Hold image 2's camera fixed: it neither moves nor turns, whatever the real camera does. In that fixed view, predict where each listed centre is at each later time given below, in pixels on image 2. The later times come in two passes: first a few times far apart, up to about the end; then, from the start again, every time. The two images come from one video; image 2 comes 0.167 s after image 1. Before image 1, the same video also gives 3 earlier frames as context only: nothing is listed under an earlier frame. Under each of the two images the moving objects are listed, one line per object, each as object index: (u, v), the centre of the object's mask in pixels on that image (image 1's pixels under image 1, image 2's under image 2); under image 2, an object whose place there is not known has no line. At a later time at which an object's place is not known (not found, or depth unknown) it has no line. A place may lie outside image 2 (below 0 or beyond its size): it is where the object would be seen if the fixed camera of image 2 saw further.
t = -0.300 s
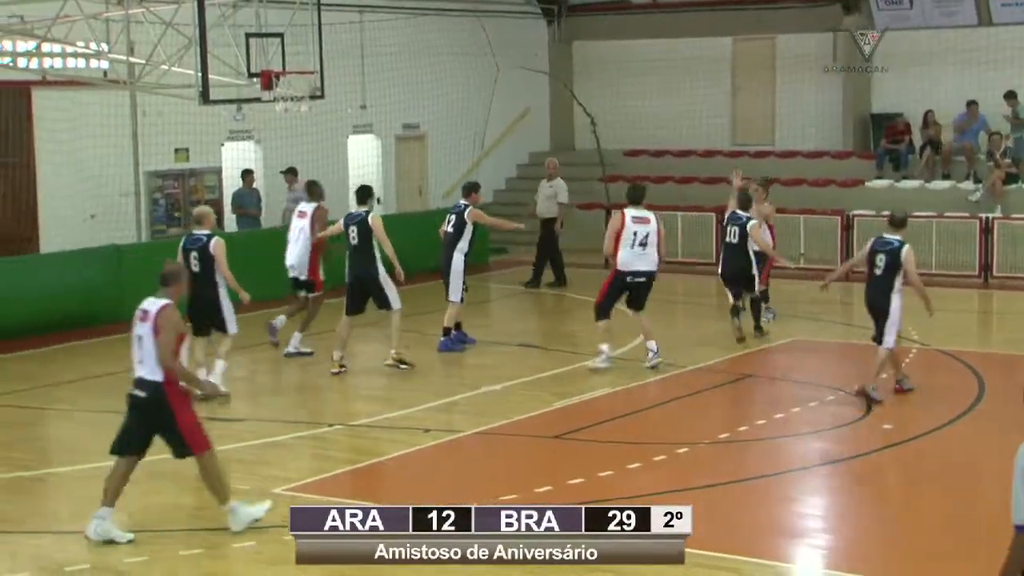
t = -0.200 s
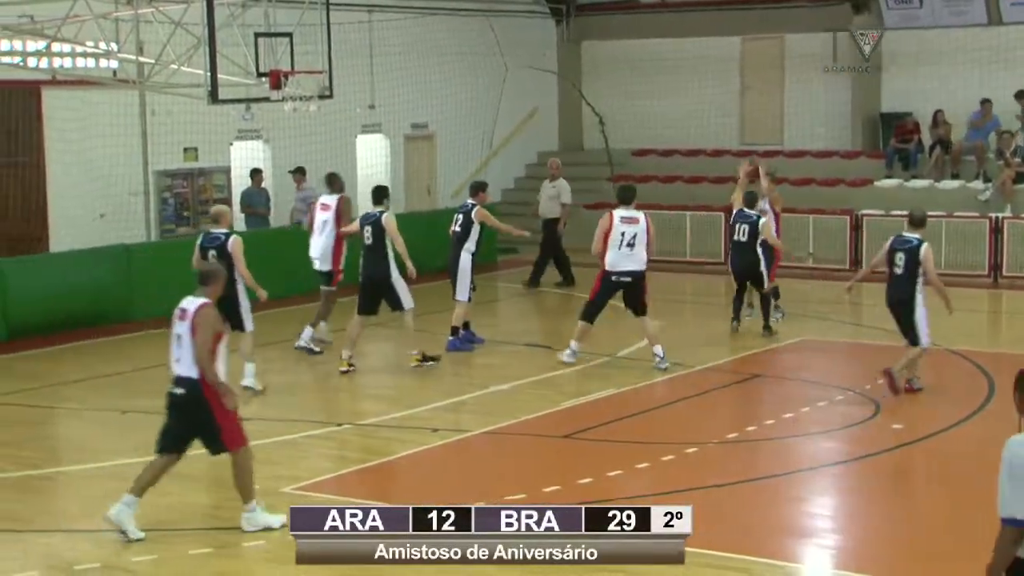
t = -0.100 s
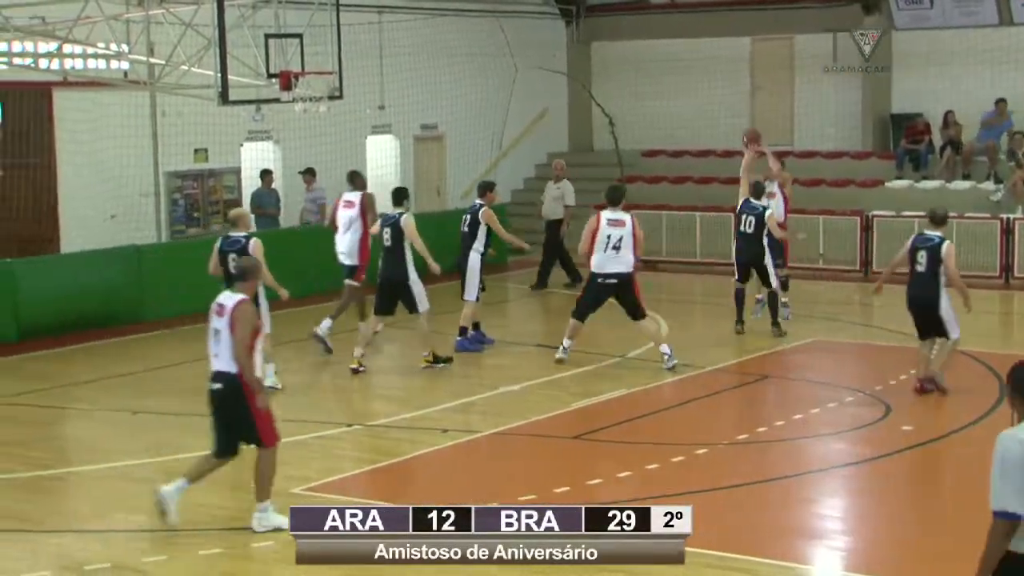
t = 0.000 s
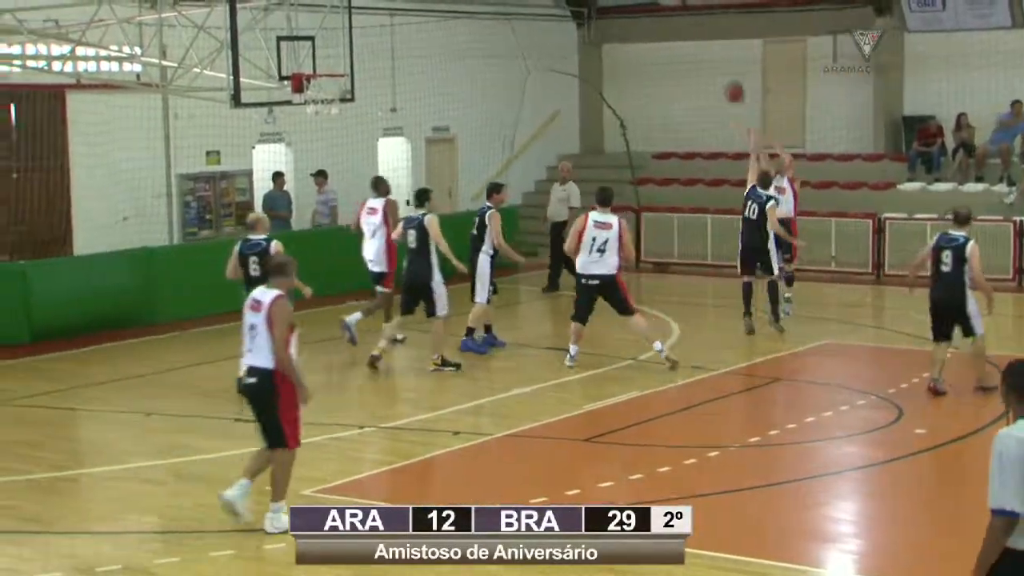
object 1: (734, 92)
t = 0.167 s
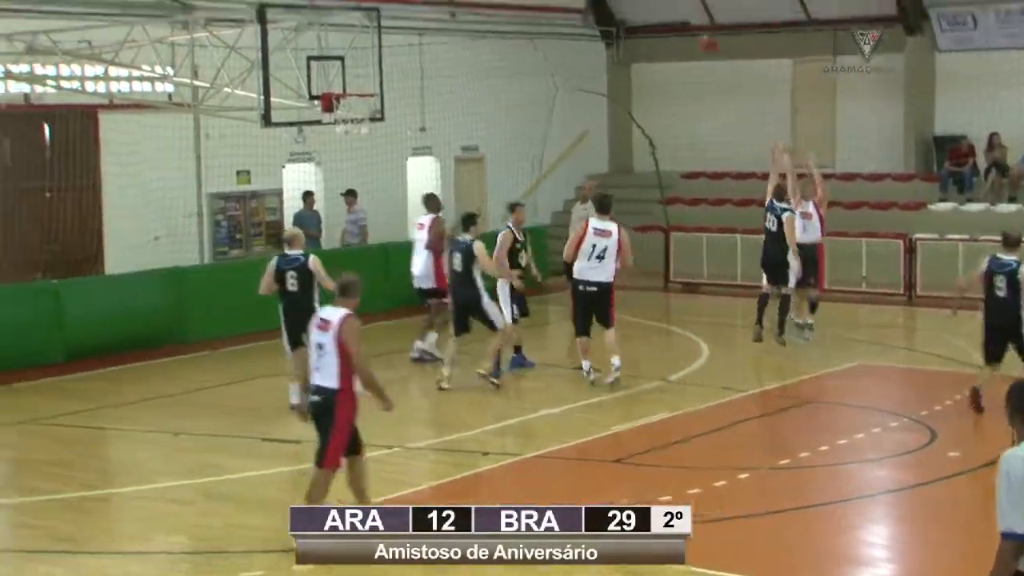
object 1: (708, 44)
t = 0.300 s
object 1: (662, 2)
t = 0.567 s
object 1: (564, -38)
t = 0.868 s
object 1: (452, -2)
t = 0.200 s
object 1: (695, 32)
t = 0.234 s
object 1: (685, 21)
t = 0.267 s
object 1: (674, 11)
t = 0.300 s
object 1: (662, 2)
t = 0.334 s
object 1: (651, -6)
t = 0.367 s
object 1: (638, -12)
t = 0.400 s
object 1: (627, -18)
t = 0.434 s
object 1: (614, -23)
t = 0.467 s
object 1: (603, -27)
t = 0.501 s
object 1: (589, -34)
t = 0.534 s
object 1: (579, -35)
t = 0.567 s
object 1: (564, -38)
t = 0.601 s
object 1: (553, -38)
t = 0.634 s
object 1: (541, -37)
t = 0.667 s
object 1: (528, -35)
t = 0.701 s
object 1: (516, -32)
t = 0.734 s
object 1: (503, -28)
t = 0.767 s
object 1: (491, -24)
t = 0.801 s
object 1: (478, -19)
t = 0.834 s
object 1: (466, -12)
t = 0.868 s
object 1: (452, -2)
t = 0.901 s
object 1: (441, 7)
